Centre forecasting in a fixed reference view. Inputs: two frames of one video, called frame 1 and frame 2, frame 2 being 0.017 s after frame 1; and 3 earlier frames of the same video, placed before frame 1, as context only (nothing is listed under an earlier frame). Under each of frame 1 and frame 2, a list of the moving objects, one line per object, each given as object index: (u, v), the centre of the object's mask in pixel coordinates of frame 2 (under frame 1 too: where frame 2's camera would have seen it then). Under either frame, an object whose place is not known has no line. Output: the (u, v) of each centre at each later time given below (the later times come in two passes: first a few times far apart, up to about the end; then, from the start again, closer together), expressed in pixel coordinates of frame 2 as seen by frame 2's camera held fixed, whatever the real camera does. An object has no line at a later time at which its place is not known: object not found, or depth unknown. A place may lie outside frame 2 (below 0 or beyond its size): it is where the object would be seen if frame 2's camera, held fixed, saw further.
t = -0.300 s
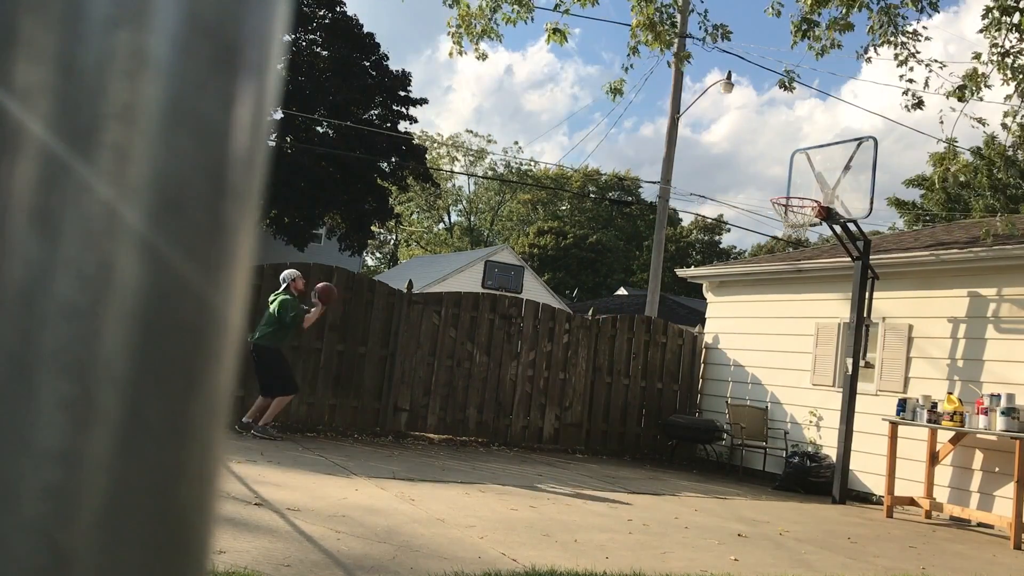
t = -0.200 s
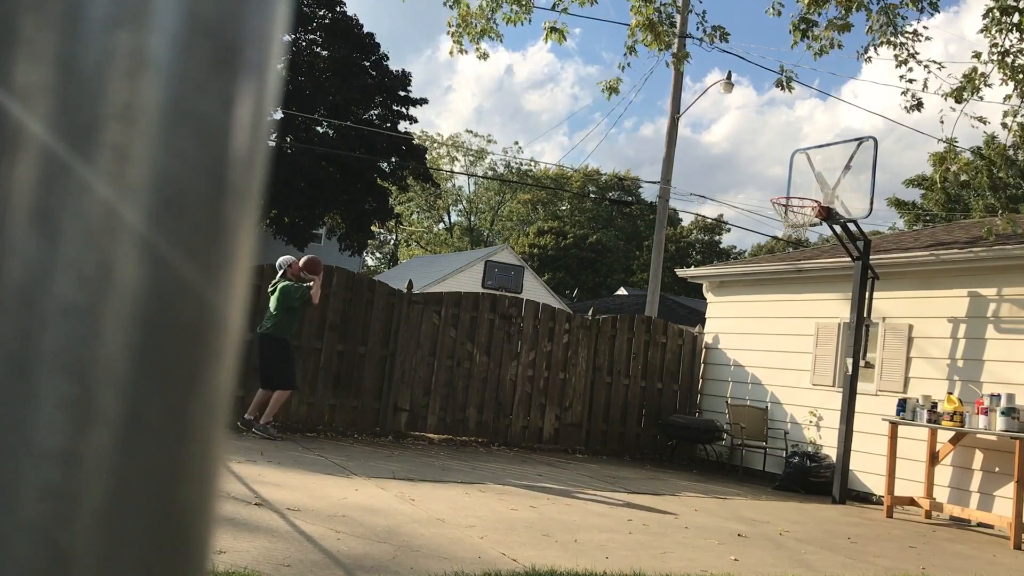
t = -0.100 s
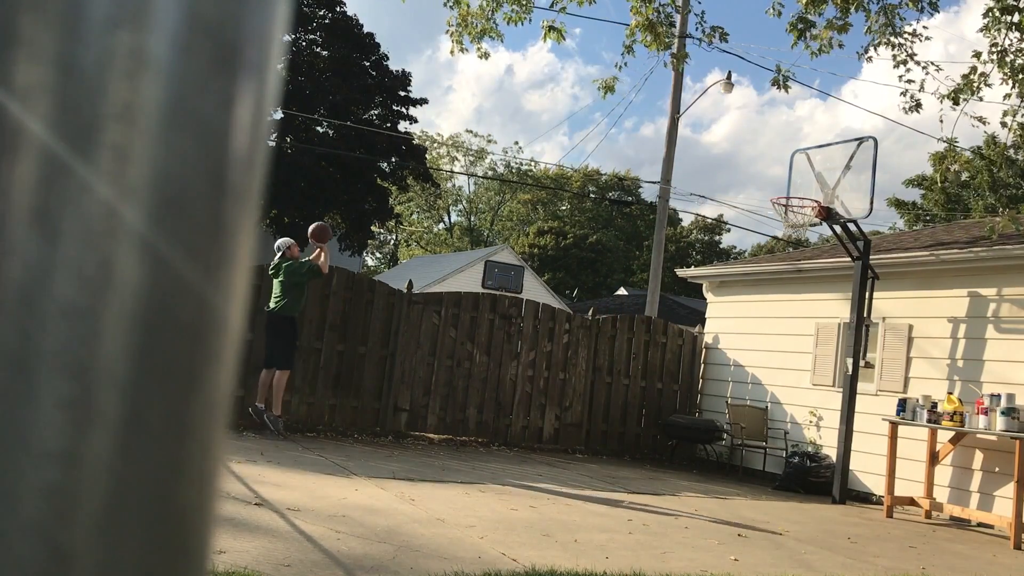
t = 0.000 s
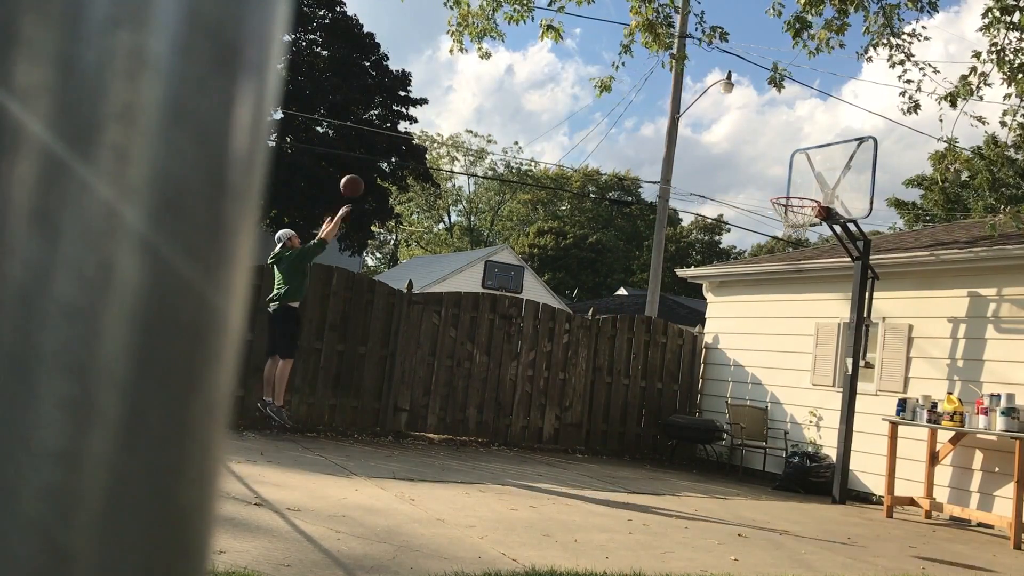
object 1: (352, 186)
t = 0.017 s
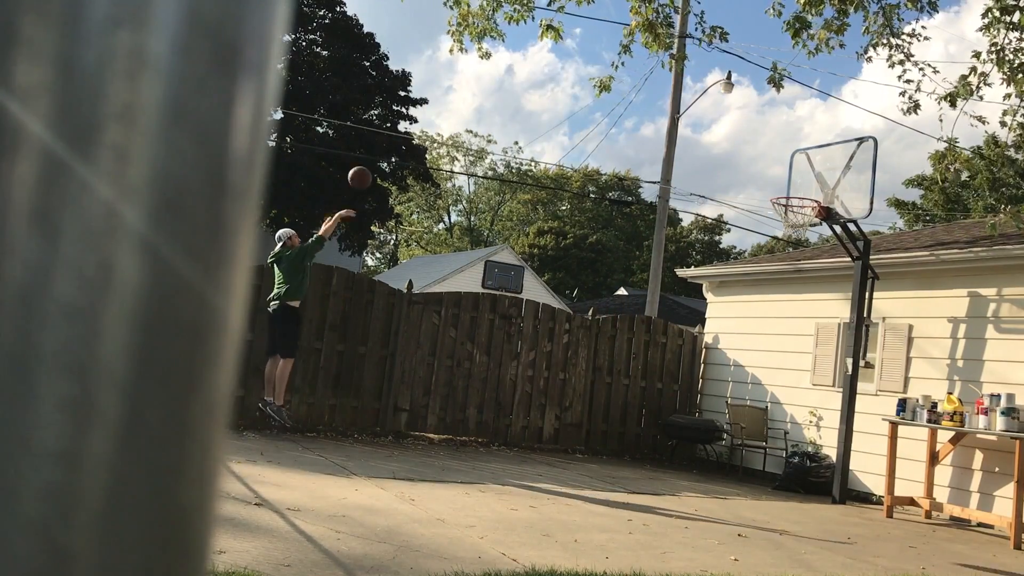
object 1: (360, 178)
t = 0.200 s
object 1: (443, 104)
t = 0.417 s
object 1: (534, 56)
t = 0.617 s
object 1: (615, 49)
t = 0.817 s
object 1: (694, 80)
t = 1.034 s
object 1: (776, 159)
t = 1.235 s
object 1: (802, 220)
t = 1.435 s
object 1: (780, 231)
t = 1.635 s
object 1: (768, 269)
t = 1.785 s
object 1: (757, 326)
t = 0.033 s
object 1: (367, 170)
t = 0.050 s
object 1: (375, 162)
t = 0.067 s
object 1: (383, 155)
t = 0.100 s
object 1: (398, 141)
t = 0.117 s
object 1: (405, 134)
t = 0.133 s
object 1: (412, 127)
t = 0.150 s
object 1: (421, 121)
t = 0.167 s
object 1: (428, 115)
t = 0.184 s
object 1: (435, 109)
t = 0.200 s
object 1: (443, 104)
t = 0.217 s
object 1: (450, 99)
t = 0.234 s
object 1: (457, 94)
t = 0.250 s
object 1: (464, 89)
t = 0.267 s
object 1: (471, 84)
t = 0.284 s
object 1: (478, 80)
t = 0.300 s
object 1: (485, 76)
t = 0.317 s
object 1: (492, 73)
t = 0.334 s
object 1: (499, 69)
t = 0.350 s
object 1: (506, 66)
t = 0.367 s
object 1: (513, 63)
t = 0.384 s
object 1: (520, 60)
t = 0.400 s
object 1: (527, 58)
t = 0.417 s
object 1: (534, 56)
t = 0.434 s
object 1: (541, 54)
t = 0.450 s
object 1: (547, 52)
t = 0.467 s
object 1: (554, 51)
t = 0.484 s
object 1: (562, 50)
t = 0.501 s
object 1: (568, 49)
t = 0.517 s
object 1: (575, 48)
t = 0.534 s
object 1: (581, 47)
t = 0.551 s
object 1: (588, 47)
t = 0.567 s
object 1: (595, 47)
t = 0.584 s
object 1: (601, 48)
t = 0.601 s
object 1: (608, 49)
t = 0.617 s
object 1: (615, 49)
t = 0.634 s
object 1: (622, 50)
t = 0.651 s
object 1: (627, 52)
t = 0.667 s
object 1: (634, 54)
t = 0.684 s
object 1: (641, 56)
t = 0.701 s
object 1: (647, 58)
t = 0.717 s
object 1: (655, 61)
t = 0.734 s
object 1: (661, 62)
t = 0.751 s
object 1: (667, 65)
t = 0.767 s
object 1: (674, 69)
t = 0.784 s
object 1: (681, 73)
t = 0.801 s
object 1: (687, 76)
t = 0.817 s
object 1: (694, 80)
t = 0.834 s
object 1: (699, 85)
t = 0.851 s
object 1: (706, 89)
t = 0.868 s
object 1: (712, 94)
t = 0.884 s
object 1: (719, 99)
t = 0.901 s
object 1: (725, 105)
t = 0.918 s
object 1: (731, 110)
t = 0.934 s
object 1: (738, 117)
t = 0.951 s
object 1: (744, 123)
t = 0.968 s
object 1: (750, 129)
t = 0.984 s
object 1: (757, 136)
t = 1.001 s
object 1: (763, 144)
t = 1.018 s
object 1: (769, 151)
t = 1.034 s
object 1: (776, 159)
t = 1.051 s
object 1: (782, 167)
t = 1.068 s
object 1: (788, 175)
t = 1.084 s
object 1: (795, 184)
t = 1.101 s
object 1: (801, 192)
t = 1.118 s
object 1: (804, 198)
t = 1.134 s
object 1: (804, 202)
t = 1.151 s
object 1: (805, 206)
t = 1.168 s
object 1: (805, 209)
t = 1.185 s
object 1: (806, 214)
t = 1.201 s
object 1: (805, 216)
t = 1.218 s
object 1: (803, 219)
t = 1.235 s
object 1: (802, 220)
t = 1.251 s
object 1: (799, 221)
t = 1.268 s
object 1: (797, 222)
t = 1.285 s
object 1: (795, 223)
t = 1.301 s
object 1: (792, 222)
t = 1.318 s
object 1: (791, 224)
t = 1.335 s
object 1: (788, 224)
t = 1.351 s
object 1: (786, 224)
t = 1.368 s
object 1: (784, 226)
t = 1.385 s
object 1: (783, 227)
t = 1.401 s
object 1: (782, 228)
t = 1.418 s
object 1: (781, 229)
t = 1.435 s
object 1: (780, 231)
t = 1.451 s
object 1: (779, 232)
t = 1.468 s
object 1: (778, 235)
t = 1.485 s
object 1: (777, 236)
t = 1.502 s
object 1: (777, 239)
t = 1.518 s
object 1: (776, 242)
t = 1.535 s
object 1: (775, 245)
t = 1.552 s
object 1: (774, 248)
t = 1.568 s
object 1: (772, 251)
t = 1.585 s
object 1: (771, 256)
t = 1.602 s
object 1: (770, 260)
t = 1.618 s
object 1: (769, 264)
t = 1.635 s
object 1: (768, 269)
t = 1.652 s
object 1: (767, 274)
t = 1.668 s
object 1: (766, 280)
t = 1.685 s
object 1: (765, 285)
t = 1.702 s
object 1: (763, 292)
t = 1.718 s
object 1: (762, 298)
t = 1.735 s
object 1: (761, 305)
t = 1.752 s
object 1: (760, 311)
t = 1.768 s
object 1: (758, 319)
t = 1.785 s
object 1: (757, 326)
